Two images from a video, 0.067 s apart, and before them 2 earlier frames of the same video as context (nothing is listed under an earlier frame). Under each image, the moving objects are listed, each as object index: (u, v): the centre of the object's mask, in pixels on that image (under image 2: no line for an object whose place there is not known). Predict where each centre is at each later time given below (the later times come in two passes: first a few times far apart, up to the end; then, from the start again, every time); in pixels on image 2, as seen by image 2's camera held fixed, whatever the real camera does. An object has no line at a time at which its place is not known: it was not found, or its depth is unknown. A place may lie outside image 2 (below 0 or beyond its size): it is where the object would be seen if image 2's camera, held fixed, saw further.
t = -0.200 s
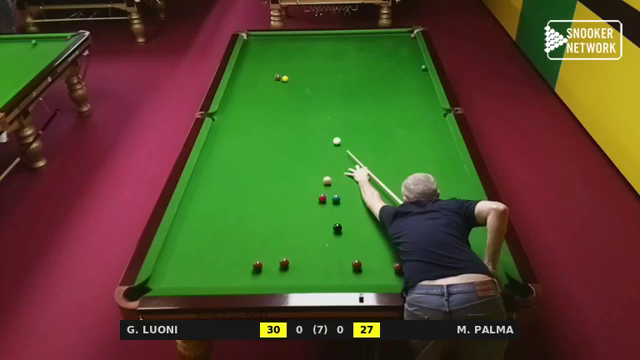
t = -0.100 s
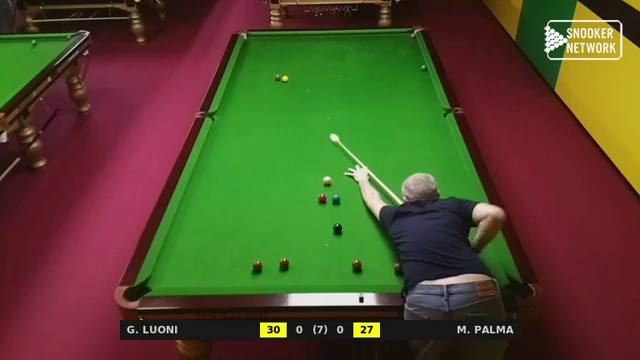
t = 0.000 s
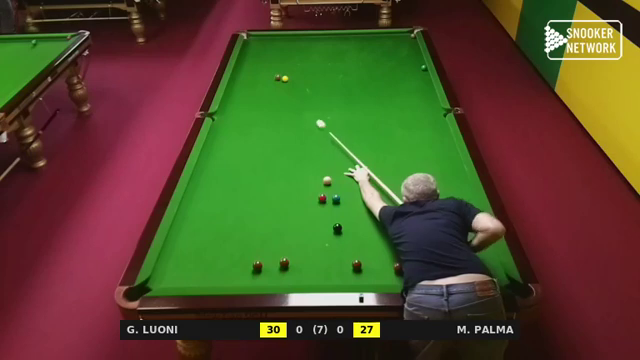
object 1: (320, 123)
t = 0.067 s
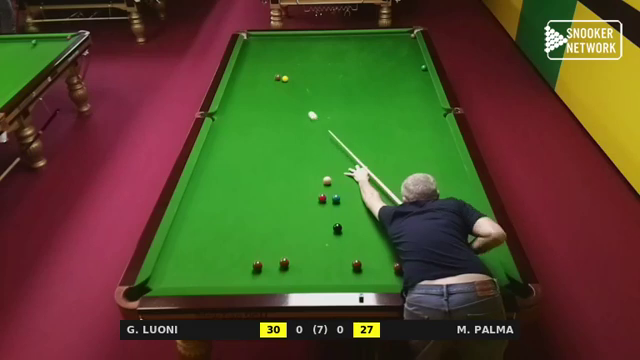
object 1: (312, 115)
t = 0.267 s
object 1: (290, 92)
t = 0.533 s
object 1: (265, 78)
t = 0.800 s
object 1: (244, 73)
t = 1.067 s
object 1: (243, 69)
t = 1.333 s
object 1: (257, 66)
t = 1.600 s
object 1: (270, 64)
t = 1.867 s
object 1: (282, 61)
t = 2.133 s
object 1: (293, 59)
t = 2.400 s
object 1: (303, 57)
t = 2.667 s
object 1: (312, 55)
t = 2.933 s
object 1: (320, 53)
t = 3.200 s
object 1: (328, 52)
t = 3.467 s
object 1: (335, 50)
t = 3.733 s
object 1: (341, 49)
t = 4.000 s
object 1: (346, 48)
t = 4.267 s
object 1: (351, 47)
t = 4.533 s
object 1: (355, 47)
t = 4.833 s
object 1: (359, 46)
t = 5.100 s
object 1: (361, 45)
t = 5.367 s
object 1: (363, 45)
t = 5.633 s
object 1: (365, 45)
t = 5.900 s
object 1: (365, 45)
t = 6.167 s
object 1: (365, 45)
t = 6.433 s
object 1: (365, 45)
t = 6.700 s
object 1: (365, 45)
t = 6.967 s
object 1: (365, 45)
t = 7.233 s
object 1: (365, 45)
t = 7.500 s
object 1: (365, 45)
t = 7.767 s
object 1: (365, 45)
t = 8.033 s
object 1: (365, 45)
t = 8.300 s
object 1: (365, 45)
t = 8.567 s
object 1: (365, 45)
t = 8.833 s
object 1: (365, 45)
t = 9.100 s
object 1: (365, 45)
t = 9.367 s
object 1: (365, 45)
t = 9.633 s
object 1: (365, 45)
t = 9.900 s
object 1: (365, 45)
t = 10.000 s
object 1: (365, 45)
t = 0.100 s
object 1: (308, 111)
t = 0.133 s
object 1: (304, 107)
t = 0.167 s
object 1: (301, 103)
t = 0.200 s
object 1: (297, 99)
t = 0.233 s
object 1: (293, 95)
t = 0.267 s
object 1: (290, 92)
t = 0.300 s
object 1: (287, 89)
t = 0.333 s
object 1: (283, 85)
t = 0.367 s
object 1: (280, 82)
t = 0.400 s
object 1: (277, 79)
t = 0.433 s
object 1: (274, 79)
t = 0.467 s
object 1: (271, 79)
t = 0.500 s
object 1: (268, 79)
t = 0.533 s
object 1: (265, 78)
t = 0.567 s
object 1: (263, 78)
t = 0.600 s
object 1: (260, 77)
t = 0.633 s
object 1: (257, 77)
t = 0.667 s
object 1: (255, 76)
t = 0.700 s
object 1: (252, 75)
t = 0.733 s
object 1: (249, 75)
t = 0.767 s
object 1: (246, 74)
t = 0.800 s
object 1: (244, 73)
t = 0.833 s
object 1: (241, 73)
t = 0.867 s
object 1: (238, 72)
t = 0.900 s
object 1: (236, 71)
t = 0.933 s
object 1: (235, 71)
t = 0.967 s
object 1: (237, 70)
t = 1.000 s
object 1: (239, 70)
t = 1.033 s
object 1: (241, 70)
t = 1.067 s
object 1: (243, 69)
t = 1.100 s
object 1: (245, 69)
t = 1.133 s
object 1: (246, 68)
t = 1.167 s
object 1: (248, 68)
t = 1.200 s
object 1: (250, 68)
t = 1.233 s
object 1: (252, 67)
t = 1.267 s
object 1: (253, 67)
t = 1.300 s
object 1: (255, 67)
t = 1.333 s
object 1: (257, 66)
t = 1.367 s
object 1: (259, 66)
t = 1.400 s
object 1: (260, 66)
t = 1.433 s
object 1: (262, 65)
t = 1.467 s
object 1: (264, 65)
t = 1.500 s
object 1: (265, 65)
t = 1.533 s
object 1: (267, 64)
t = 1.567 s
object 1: (268, 64)
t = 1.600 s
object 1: (270, 64)
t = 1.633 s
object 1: (271, 63)
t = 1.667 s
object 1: (273, 63)
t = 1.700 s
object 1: (274, 63)
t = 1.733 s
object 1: (276, 62)
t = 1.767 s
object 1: (278, 62)
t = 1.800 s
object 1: (279, 61)
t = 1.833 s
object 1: (280, 61)
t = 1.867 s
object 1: (282, 61)
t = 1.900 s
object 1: (283, 61)
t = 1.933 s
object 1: (285, 60)
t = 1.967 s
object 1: (286, 60)
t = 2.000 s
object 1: (288, 60)
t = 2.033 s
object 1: (289, 60)
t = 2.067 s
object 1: (290, 59)
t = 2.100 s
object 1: (291, 59)
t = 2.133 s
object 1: (293, 59)
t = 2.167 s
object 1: (294, 59)
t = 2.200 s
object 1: (295, 58)
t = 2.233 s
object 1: (296, 58)
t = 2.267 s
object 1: (298, 58)
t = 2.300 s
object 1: (299, 58)
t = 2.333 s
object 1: (300, 57)
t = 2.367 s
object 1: (302, 57)
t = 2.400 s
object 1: (303, 57)
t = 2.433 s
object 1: (304, 57)
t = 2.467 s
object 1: (305, 56)
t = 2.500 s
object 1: (306, 56)
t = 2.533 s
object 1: (308, 56)
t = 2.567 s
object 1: (309, 56)
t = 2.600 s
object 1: (310, 55)
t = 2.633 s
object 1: (311, 55)
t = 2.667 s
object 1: (312, 55)
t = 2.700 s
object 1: (313, 55)
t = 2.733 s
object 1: (314, 55)
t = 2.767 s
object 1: (315, 54)
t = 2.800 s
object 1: (316, 54)
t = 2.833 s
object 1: (317, 54)
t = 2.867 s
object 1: (318, 54)
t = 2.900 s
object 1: (319, 53)
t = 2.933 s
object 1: (320, 53)
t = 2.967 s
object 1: (321, 53)
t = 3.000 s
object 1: (322, 53)
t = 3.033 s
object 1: (323, 53)
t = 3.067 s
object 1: (324, 52)
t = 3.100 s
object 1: (325, 52)
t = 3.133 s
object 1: (326, 52)
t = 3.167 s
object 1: (327, 52)
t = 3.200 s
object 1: (328, 52)
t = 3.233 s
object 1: (329, 52)
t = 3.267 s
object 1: (330, 51)
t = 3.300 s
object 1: (331, 51)
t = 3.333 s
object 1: (331, 51)
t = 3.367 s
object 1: (332, 51)
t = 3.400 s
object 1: (333, 51)
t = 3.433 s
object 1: (334, 51)
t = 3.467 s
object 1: (335, 50)
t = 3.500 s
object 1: (336, 50)
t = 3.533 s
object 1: (336, 50)
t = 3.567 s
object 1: (337, 50)
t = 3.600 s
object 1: (338, 50)
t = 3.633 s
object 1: (339, 50)
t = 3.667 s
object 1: (339, 49)
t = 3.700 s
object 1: (340, 49)
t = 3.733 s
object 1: (341, 49)
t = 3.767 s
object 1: (342, 49)
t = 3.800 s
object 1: (342, 49)
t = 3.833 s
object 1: (343, 49)
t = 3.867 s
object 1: (344, 48)
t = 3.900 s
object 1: (344, 49)
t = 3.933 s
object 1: (345, 48)
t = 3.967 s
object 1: (346, 48)
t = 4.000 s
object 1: (346, 48)
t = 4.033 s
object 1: (347, 48)
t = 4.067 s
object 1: (347, 48)
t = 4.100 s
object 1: (348, 48)
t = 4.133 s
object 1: (349, 48)
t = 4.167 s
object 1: (349, 48)
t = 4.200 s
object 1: (350, 47)
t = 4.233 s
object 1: (350, 47)
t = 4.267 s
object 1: (351, 47)
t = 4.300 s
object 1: (351, 47)
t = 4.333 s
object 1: (352, 47)
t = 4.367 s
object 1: (352, 47)
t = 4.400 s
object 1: (353, 47)
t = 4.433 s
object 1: (353, 47)
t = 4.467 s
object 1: (354, 47)
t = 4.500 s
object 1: (354, 46)
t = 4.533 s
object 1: (355, 47)
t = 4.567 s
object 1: (355, 46)
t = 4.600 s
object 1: (356, 46)
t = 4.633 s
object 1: (356, 46)
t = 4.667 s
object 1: (357, 46)
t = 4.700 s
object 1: (357, 46)
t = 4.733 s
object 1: (358, 46)
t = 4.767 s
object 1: (358, 46)
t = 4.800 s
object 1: (358, 46)
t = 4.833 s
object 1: (359, 46)
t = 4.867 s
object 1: (359, 46)
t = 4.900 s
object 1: (359, 46)
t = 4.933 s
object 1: (360, 46)
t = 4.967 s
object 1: (360, 46)
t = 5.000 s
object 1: (360, 46)
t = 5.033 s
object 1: (360, 46)
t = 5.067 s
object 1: (361, 45)
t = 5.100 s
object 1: (361, 45)
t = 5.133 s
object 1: (361, 45)
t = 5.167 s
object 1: (362, 45)
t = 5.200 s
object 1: (362, 45)
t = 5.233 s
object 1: (362, 45)
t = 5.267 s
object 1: (363, 45)
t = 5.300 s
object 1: (363, 45)
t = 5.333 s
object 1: (363, 45)
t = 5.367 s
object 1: (363, 45)
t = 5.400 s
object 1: (363, 45)
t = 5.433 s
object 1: (364, 45)
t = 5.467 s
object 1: (364, 45)
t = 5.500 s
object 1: (364, 45)
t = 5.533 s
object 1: (364, 45)
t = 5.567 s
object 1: (364, 45)
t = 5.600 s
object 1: (364, 45)
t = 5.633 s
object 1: (365, 45)
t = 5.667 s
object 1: (365, 45)
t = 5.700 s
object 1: (365, 45)
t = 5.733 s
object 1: (365, 45)
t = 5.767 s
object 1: (365, 45)
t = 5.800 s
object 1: (365, 45)
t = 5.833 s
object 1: (365, 45)
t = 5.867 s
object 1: (365, 45)
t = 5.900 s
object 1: (365, 45)
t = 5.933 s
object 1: (365, 45)
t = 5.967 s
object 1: (365, 45)
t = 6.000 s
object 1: (365, 45)
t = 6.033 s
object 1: (365, 45)
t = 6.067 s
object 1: (365, 45)
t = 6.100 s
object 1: (365, 45)
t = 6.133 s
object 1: (365, 45)
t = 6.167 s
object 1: (365, 45)
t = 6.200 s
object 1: (365, 45)
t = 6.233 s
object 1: (365, 45)
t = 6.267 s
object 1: (365, 45)
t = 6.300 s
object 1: (365, 45)
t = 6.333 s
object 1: (365, 45)
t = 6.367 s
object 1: (365, 45)
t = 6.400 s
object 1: (365, 45)
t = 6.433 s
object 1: (365, 45)
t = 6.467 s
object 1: (365, 45)
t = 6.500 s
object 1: (365, 45)
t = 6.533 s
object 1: (365, 45)
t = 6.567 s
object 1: (365, 45)
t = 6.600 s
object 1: (365, 45)
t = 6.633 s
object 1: (365, 45)
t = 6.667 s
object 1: (365, 45)
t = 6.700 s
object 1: (365, 45)
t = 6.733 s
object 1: (365, 45)
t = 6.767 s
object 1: (365, 45)
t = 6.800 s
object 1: (365, 45)
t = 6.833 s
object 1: (365, 45)
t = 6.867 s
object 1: (365, 45)
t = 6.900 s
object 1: (365, 45)
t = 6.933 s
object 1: (365, 45)
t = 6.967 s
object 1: (365, 45)
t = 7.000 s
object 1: (365, 45)
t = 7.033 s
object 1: (365, 45)
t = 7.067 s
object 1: (365, 45)
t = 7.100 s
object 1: (365, 45)
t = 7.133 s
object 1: (365, 45)
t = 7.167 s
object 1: (365, 45)
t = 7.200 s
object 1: (365, 45)
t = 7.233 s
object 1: (365, 45)
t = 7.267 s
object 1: (365, 45)
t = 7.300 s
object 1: (365, 45)
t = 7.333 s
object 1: (365, 45)
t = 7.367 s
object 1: (365, 45)
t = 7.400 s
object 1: (365, 45)
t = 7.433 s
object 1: (365, 45)
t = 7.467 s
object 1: (365, 45)
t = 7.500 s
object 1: (365, 45)
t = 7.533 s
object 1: (365, 45)
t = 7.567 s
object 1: (365, 45)
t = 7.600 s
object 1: (365, 45)
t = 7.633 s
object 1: (365, 45)
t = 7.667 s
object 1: (365, 45)
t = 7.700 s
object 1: (365, 45)
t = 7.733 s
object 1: (365, 45)
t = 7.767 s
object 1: (365, 45)
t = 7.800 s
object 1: (365, 45)
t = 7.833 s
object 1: (365, 45)
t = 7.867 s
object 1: (365, 45)
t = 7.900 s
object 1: (365, 45)
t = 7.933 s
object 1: (365, 45)
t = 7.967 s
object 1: (365, 45)
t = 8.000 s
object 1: (365, 45)
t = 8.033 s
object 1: (365, 45)
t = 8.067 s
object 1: (365, 45)
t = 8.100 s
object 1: (365, 45)
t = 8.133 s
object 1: (365, 45)
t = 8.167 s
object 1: (365, 45)
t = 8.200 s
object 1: (365, 45)
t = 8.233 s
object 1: (365, 45)
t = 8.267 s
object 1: (365, 45)
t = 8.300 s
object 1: (365, 45)
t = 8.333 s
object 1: (365, 45)
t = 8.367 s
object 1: (365, 45)
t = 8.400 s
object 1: (365, 45)
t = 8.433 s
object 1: (365, 45)
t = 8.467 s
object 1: (365, 45)
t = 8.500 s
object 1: (365, 45)
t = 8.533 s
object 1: (365, 45)
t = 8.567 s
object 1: (365, 45)
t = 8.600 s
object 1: (365, 45)
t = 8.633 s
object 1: (365, 45)
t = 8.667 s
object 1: (365, 45)
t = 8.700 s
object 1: (365, 45)
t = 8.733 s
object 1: (365, 45)
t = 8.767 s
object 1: (365, 45)
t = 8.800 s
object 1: (365, 45)
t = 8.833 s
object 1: (365, 45)
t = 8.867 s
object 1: (365, 45)
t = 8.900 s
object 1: (365, 45)
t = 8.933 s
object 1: (365, 45)
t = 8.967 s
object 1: (365, 45)
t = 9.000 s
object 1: (365, 45)
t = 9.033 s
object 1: (365, 45)
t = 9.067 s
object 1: (365, 45)
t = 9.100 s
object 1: (365, 45)
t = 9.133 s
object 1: (365, 45)
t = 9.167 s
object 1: (365, 45)
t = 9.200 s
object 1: (365, 45)
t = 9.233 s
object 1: (365, 45)
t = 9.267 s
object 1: (365, 45)
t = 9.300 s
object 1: (365, 45)
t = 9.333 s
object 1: (365, 45)
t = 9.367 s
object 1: (365, 45)
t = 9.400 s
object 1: (365, 45)
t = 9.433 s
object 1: (365, 45)
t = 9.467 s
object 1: (365, 45)
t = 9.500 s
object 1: (365, 45)
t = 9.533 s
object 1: (365, 45)
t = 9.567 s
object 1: (365, 45)
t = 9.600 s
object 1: (365, 45)
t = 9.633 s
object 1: (365, 45)
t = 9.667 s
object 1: (365, 45)
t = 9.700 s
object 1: (365, 45)
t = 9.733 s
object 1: (365, 45)
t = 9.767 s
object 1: (365, 45)
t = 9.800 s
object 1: (365, 45)
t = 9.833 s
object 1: (365, 45)
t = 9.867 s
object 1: (365, 45)
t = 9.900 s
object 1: (365, 45)
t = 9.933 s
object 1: (365, 45)
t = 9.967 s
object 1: (365, 45)
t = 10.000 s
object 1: (365, 45)
